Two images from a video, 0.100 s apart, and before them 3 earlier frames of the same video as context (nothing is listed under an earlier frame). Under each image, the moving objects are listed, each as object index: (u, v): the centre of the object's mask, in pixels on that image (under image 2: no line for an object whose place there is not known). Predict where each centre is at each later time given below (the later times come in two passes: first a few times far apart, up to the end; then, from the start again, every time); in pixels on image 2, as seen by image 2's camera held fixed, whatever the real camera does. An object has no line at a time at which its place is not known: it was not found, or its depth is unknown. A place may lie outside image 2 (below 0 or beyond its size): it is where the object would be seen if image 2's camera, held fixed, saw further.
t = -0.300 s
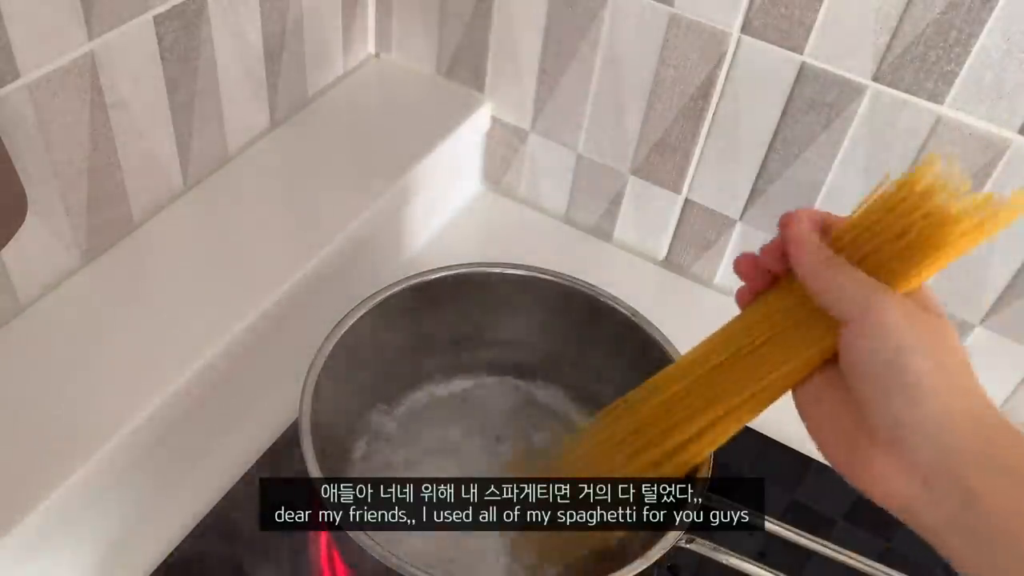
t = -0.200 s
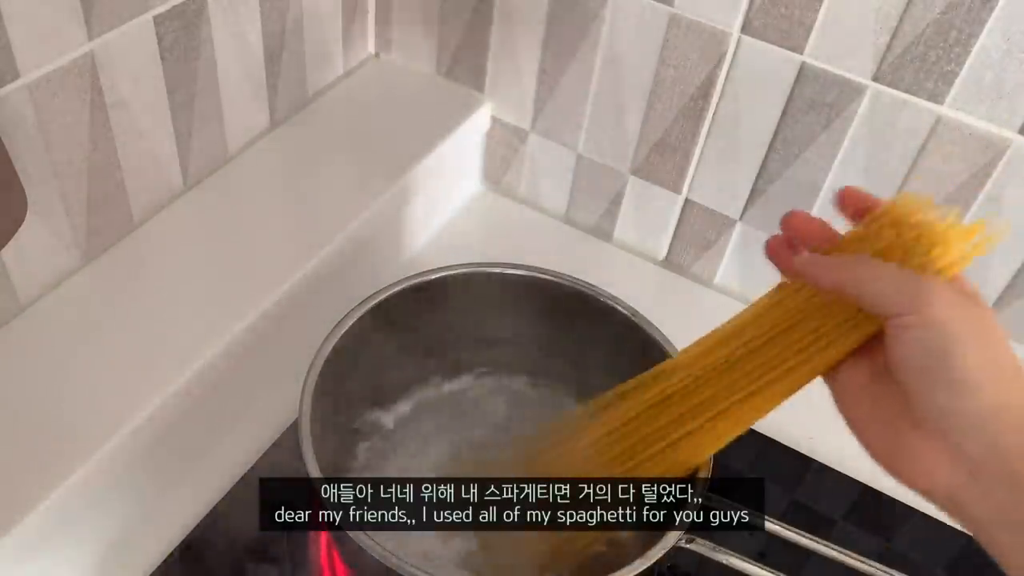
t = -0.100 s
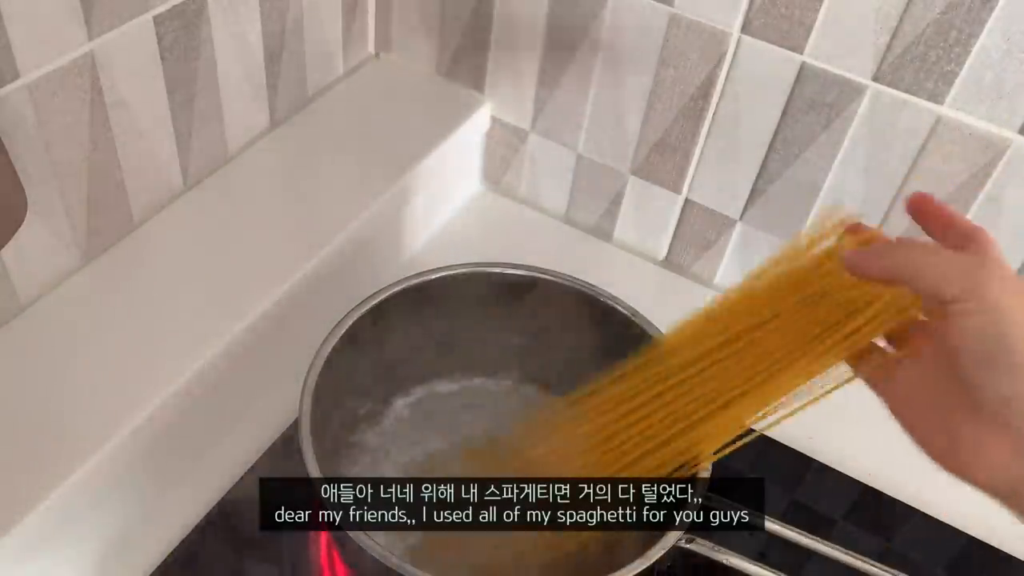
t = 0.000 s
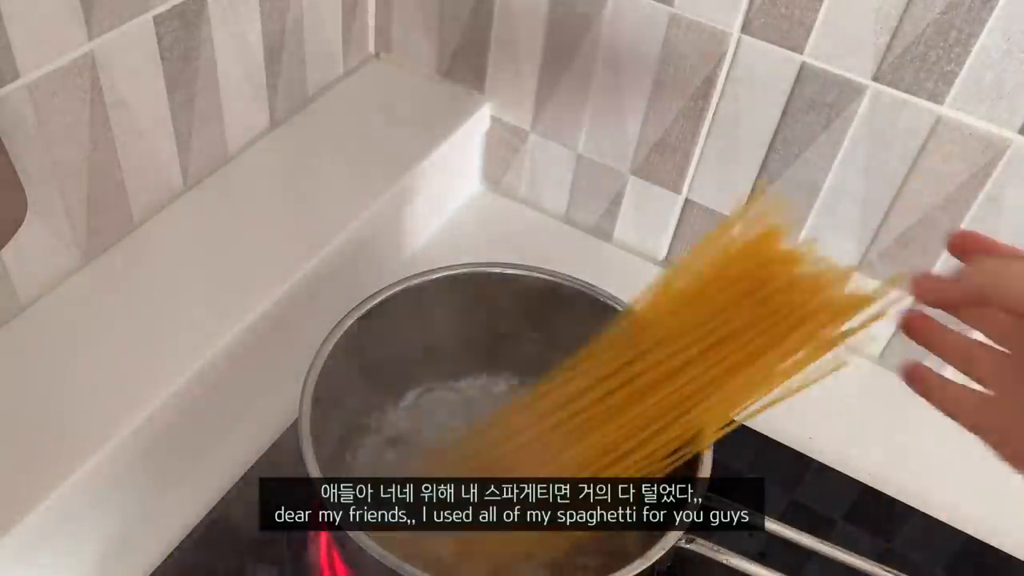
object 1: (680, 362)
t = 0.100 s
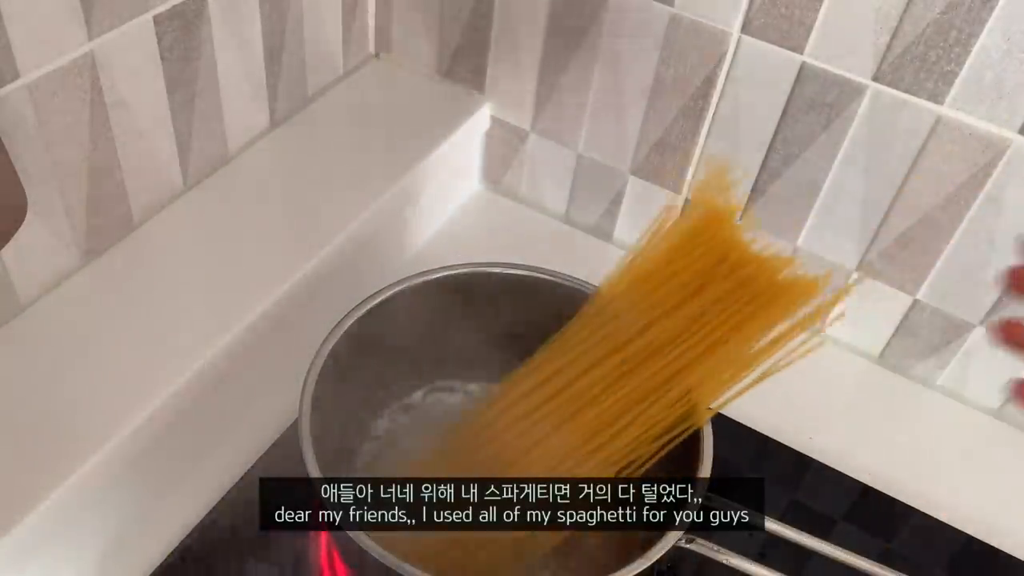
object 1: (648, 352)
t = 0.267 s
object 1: (629, 342)
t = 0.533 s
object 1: (626, 345)
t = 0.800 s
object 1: (625, 346)
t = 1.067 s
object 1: (625, 347)
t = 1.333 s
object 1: (625, 347)
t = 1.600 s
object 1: (625, 347)
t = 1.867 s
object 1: (625, 348)
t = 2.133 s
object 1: (625, 348)
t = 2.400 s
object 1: (625, 348)
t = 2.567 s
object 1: (625, 348)
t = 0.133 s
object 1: (639, 349)
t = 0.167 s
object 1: (635, 345)
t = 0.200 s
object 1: (631, 343)
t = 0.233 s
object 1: (630, 342)
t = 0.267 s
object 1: (629, 342)
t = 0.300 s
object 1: (629, 342)
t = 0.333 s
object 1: (629, 342)
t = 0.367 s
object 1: (629, 342)
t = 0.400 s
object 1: (628, 343)
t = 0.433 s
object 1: (628, 344)
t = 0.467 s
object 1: (626, 344)
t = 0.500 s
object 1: (626, 345)
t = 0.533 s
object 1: (626, 345)
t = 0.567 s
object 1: (626, 346)
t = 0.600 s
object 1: (625, 346)
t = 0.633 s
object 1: (625, 346)
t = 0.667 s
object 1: (625, 346)
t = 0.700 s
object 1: (625, 346)
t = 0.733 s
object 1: (625, 346)
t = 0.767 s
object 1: (625, 346)
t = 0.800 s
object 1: (625, 346)
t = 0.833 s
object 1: (625, 346)
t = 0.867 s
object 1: (625, 346)
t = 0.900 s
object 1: (625, 346)
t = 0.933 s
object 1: (625, 346)
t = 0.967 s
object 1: (625, 347)
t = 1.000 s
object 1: (625, 347)
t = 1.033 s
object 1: (625, 347)
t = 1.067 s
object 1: (625, 347)
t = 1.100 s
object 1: (624, 347)
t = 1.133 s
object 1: (624, 347)
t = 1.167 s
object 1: (624, 347)
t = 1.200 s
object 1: (624, 347)
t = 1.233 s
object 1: (624, 347)
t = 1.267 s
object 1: (625, 347)
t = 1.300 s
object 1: (625, 347)
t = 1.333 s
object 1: (625, 347)
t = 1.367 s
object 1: (625, 347)
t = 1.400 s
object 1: (625, 347)
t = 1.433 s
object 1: (625, 347)
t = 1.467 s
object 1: (625, 347)
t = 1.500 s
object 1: (625, 347)
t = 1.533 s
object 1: (625, 347)
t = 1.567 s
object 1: (625, 347)
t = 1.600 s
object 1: (625, 347)
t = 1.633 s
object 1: (625, 348)
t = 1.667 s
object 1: (625, 348)
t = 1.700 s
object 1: (625, 348)
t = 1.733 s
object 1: (625, 348)
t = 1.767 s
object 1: (624, 348)
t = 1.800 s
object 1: (624, 348)
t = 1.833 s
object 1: (624, 348)
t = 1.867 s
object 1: (625, 348)
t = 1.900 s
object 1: (625, 348)
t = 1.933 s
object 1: (624, 348)
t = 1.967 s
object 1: (624, 348)
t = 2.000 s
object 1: (625, 348)
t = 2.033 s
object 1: (625, 348)
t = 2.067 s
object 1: (625, 348)
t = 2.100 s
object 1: (625, 348)
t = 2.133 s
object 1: (625, 348)
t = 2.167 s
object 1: (624, 348)
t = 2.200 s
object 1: (625, 348)
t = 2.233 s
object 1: (624, 348)
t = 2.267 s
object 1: (624, 348)
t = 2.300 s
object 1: (625, 348)
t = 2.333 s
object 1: (625, 348)
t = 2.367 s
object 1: (625, 348)
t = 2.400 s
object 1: (625, 348)
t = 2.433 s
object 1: (625, 348)
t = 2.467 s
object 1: (625, 348)
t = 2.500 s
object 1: (625, 348)
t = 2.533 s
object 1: (625, 349)
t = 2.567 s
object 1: (625, 348)
